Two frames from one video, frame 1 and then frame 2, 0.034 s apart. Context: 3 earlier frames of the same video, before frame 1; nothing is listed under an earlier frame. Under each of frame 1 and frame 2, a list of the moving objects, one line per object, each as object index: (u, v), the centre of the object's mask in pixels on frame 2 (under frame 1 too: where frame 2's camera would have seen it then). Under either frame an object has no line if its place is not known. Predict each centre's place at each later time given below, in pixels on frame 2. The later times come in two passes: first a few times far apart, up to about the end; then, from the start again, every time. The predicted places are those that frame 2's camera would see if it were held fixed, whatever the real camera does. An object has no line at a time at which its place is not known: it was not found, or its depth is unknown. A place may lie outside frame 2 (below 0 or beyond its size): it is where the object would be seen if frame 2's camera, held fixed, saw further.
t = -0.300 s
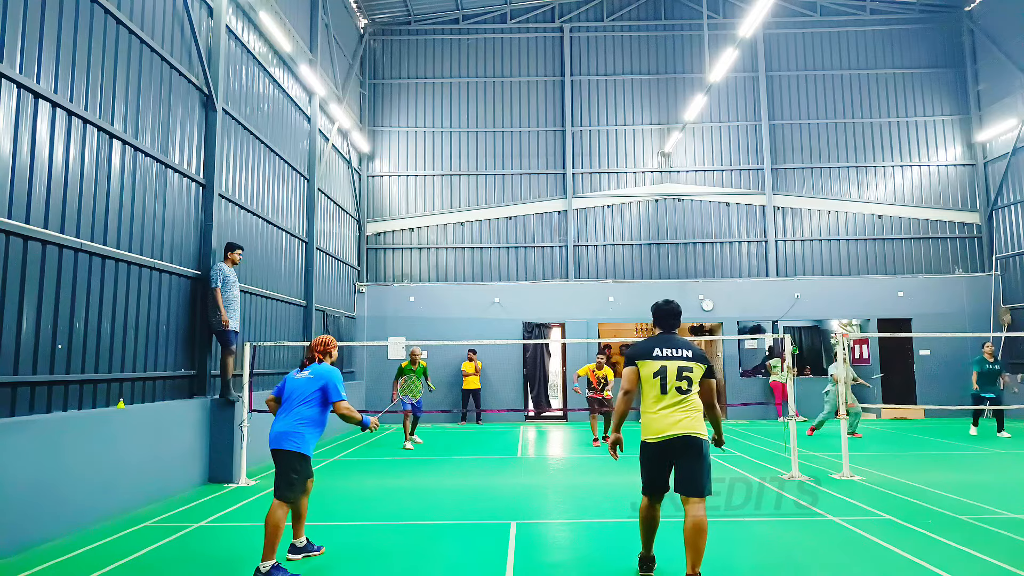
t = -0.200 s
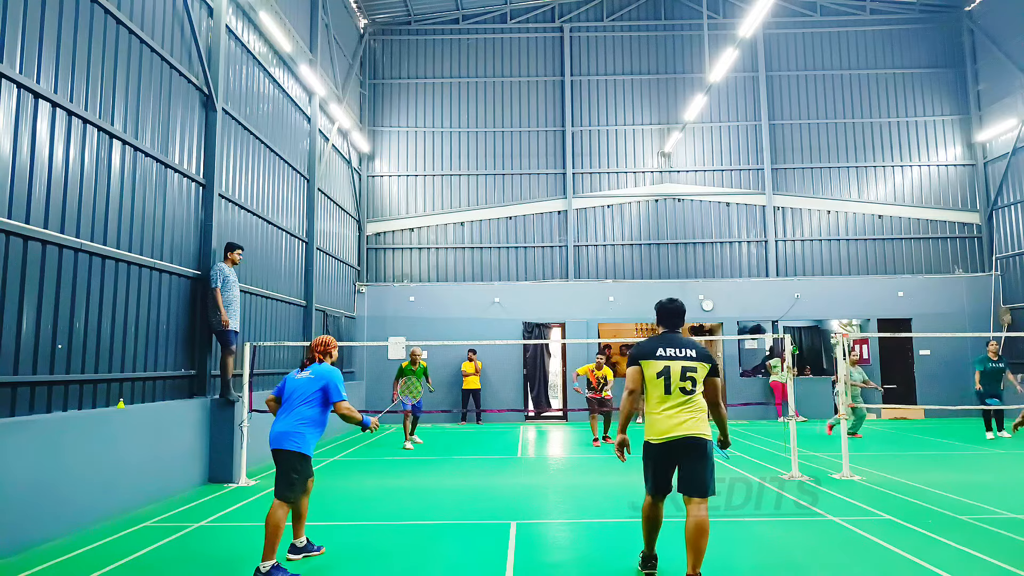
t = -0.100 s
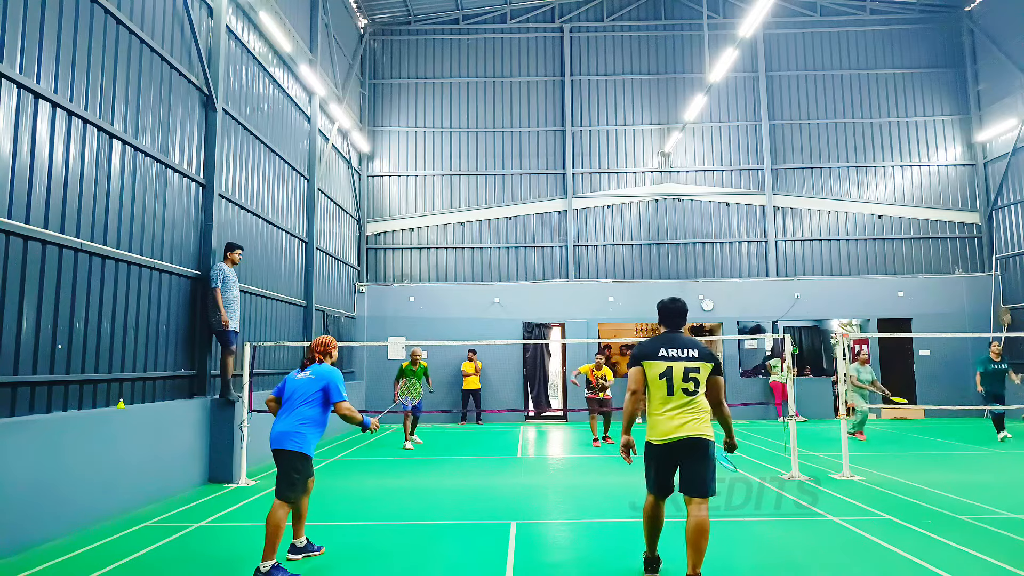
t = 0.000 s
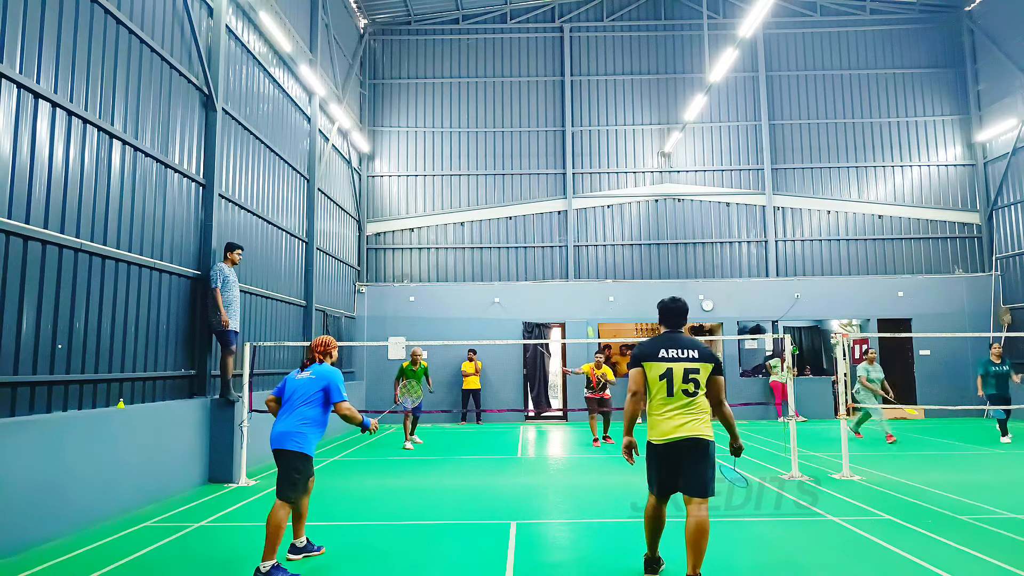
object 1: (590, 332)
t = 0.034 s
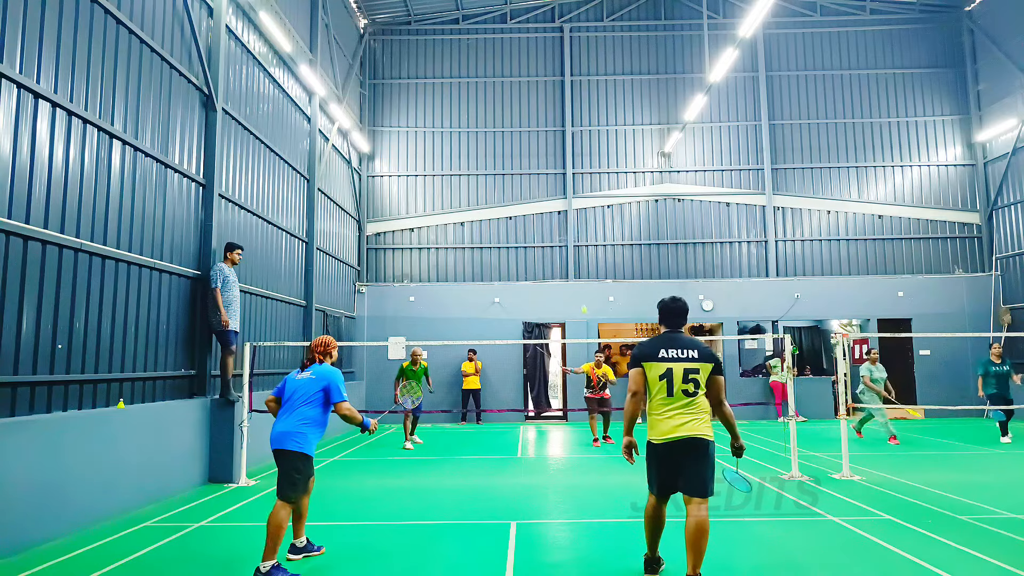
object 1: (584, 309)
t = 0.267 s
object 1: (548, 185)
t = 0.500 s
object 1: (513, 114)
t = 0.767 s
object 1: (460, 108)
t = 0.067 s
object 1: (578, 289)
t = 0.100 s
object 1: (574, 269)
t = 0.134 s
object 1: (569, 250)
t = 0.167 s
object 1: (564, 232)
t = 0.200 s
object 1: (559, 216)
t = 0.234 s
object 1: (553, 199)
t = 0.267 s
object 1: (548, 185)
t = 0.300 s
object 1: (544, 172)
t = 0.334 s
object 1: (539, 160)
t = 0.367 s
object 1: (534, 148)
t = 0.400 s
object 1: (528, 138)
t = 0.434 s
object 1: (523, 129)
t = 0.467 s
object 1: (517, 121)
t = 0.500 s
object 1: (513, 114)
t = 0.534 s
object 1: (506, 108)
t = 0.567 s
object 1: (500, 104)
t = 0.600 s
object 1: (495, 100)
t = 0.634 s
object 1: (488, 99)
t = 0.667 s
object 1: (482, 99)
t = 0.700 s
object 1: (474, 100)
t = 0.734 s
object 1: (467, 103)
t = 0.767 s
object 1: (460, 108)
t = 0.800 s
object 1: (453, 115)
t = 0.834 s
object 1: (444, 124)
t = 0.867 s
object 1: (436, 135)
